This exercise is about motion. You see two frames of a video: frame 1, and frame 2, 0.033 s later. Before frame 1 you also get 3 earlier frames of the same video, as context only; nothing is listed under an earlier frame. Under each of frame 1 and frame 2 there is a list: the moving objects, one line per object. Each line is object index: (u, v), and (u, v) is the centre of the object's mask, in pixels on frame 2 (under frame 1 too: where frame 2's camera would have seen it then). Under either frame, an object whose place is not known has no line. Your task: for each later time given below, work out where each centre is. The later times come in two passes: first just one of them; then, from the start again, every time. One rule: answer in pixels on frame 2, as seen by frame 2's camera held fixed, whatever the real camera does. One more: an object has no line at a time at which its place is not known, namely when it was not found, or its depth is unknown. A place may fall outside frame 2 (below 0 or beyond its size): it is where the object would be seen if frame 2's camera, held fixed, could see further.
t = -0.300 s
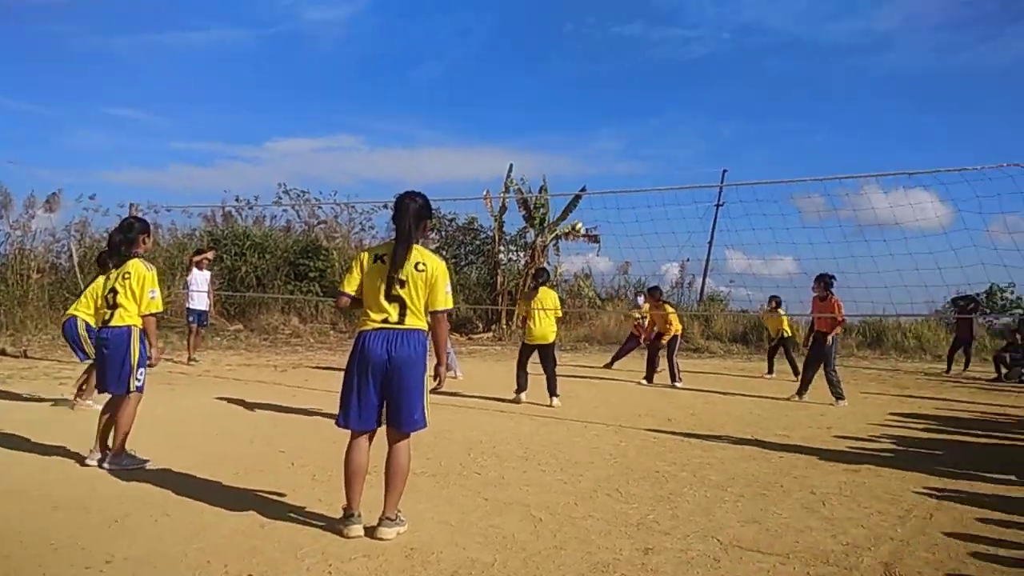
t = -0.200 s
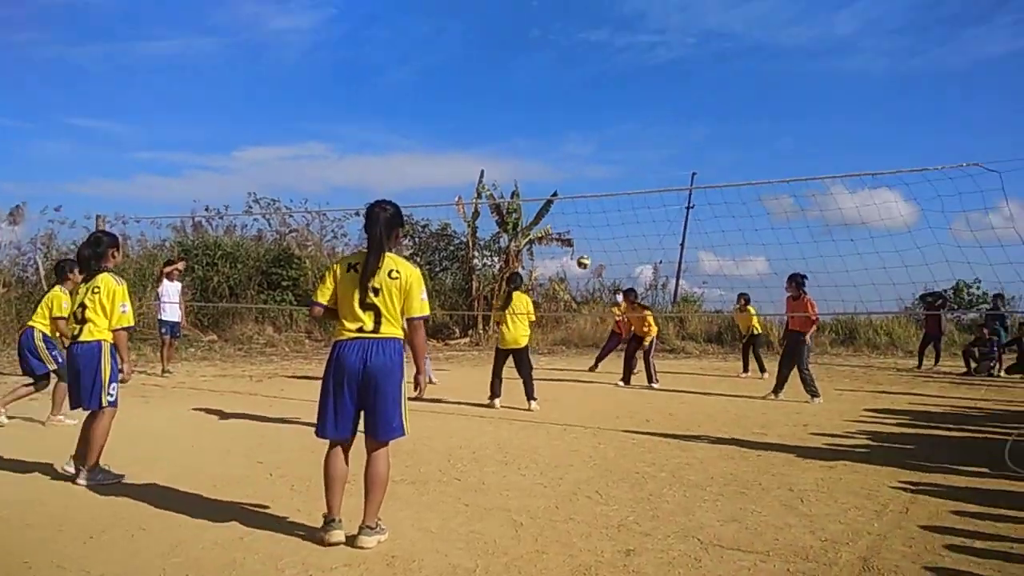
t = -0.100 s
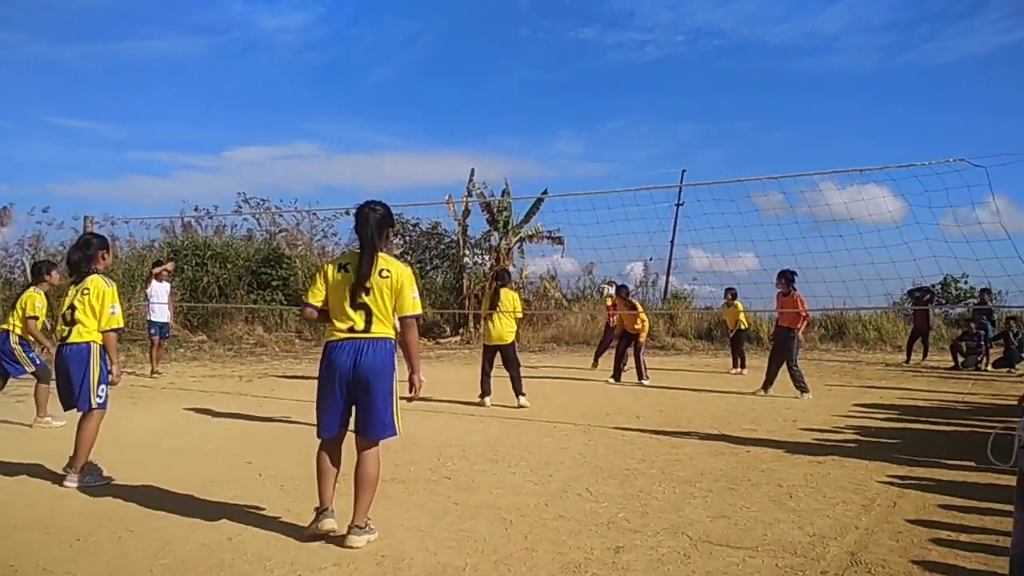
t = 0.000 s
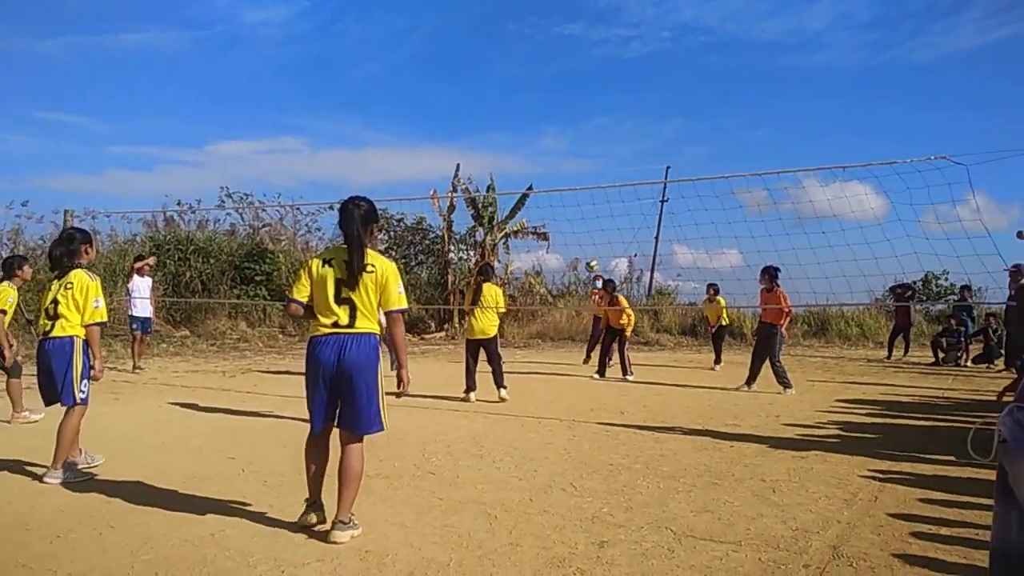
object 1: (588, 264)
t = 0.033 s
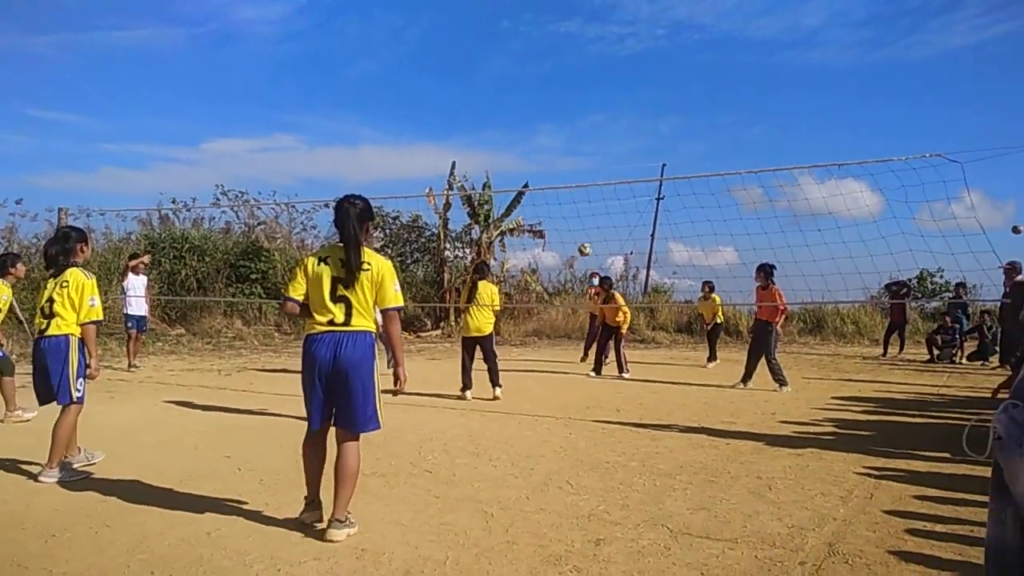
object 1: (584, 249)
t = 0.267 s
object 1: (560, 166)
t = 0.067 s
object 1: (581, 236)
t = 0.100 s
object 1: (578, 223)
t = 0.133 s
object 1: (574, 210)
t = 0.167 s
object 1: (572, 198)
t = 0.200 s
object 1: (568, 187)
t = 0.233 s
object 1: (564, 176)
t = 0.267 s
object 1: (560, 166)
